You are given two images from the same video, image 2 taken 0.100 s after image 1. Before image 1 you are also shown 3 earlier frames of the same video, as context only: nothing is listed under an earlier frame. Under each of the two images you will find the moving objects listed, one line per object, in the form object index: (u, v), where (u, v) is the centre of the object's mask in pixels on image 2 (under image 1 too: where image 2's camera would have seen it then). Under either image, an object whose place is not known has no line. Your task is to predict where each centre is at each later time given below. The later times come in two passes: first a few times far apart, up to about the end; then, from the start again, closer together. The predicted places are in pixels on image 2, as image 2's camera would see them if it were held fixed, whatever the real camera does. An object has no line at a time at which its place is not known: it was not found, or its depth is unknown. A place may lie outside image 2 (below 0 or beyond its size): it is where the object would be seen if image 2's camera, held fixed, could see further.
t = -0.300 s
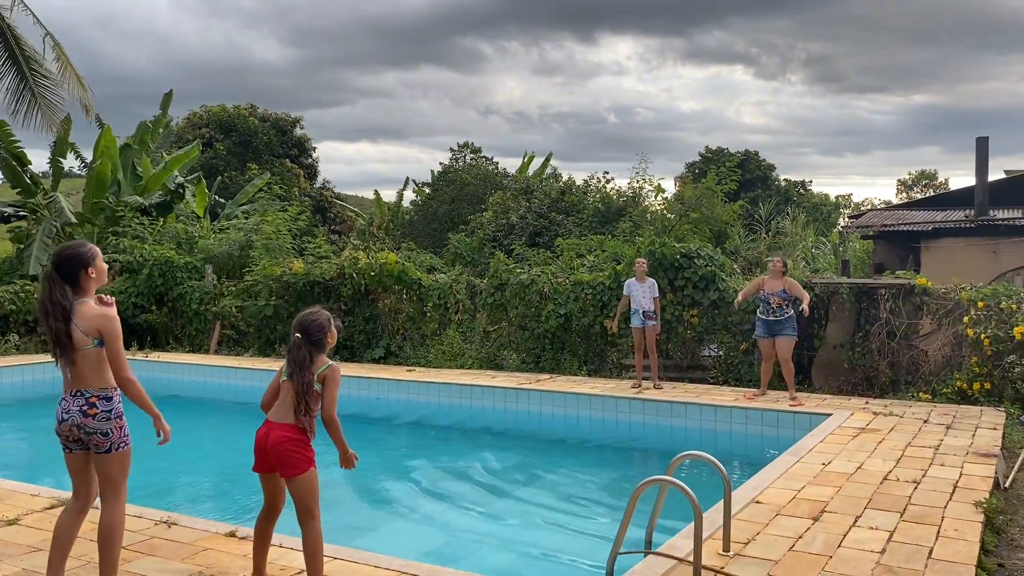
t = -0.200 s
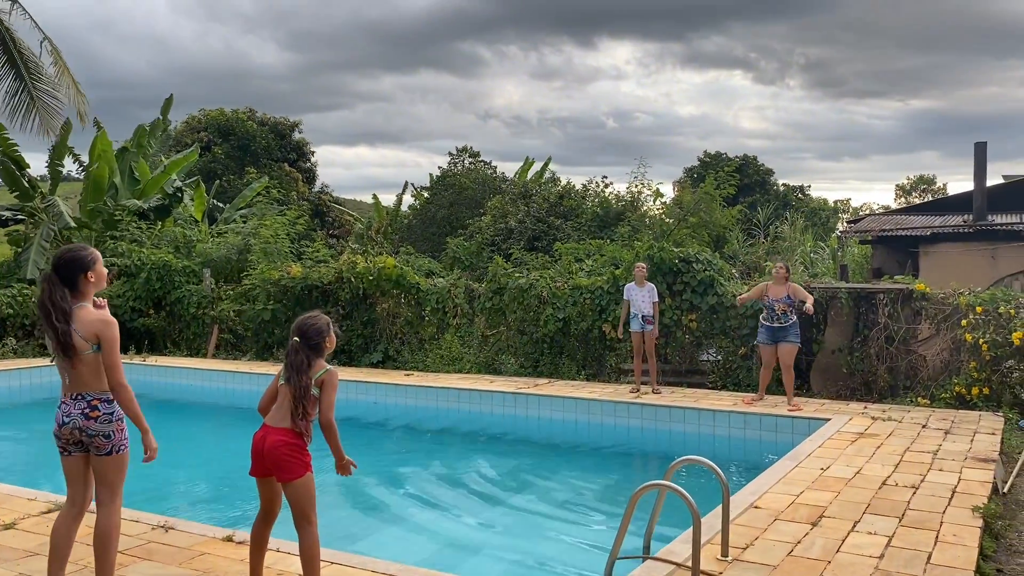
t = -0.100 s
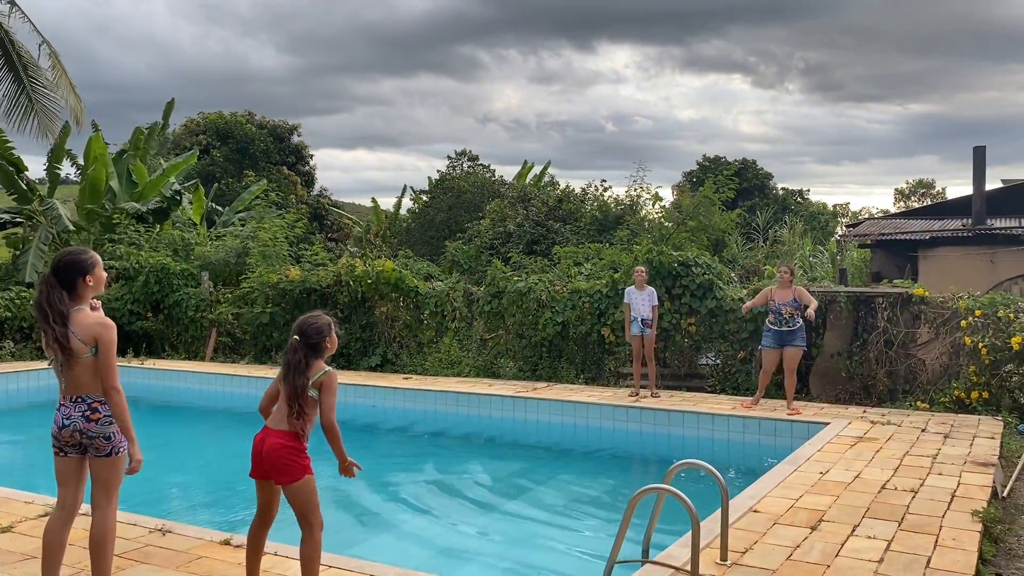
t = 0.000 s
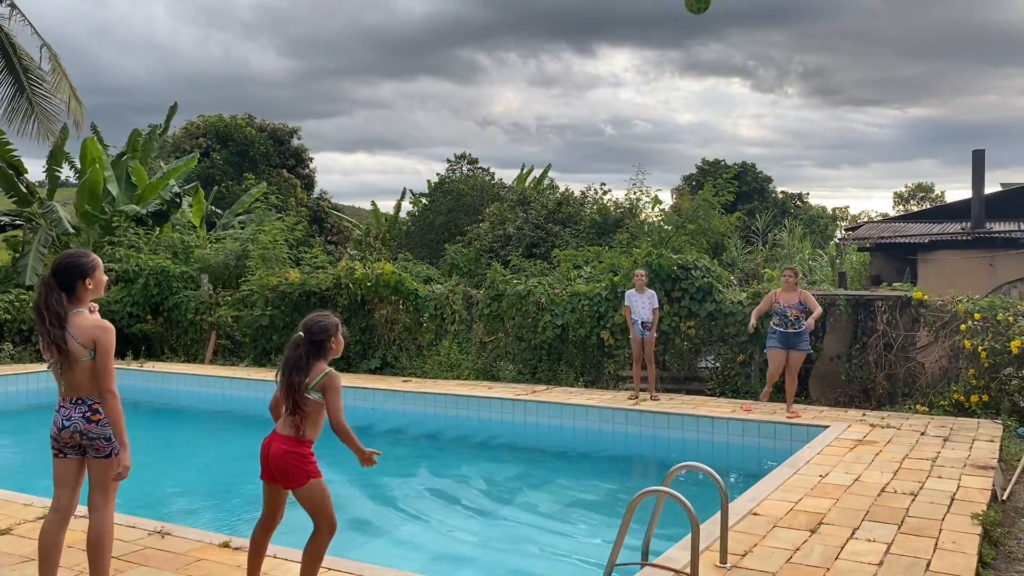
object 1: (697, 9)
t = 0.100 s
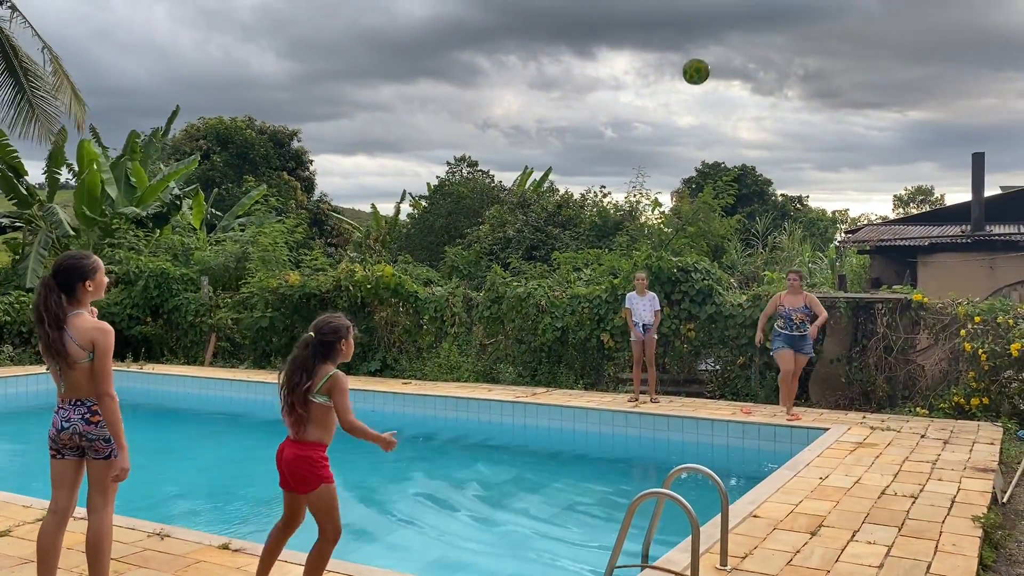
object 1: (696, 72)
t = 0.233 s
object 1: (694, 182)
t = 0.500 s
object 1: (694, 488)
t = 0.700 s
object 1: (691, 506)
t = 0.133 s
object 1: (695, 97)
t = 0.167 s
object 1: (695, 124)
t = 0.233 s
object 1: (694, 182)
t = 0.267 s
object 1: (694, 214)
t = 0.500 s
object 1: (694, 488)
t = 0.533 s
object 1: (696, 497)
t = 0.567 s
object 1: (697, 501)
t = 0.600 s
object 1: (696, 502)
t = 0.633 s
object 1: (697, 504)
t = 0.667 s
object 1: (697, 504)
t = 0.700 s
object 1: (691, 506)
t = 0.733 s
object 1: (696, 500)
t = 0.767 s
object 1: (693, 497)
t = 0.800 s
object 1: (690, 491)
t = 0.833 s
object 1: (690, 488)
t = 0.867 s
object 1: (690, 486)
